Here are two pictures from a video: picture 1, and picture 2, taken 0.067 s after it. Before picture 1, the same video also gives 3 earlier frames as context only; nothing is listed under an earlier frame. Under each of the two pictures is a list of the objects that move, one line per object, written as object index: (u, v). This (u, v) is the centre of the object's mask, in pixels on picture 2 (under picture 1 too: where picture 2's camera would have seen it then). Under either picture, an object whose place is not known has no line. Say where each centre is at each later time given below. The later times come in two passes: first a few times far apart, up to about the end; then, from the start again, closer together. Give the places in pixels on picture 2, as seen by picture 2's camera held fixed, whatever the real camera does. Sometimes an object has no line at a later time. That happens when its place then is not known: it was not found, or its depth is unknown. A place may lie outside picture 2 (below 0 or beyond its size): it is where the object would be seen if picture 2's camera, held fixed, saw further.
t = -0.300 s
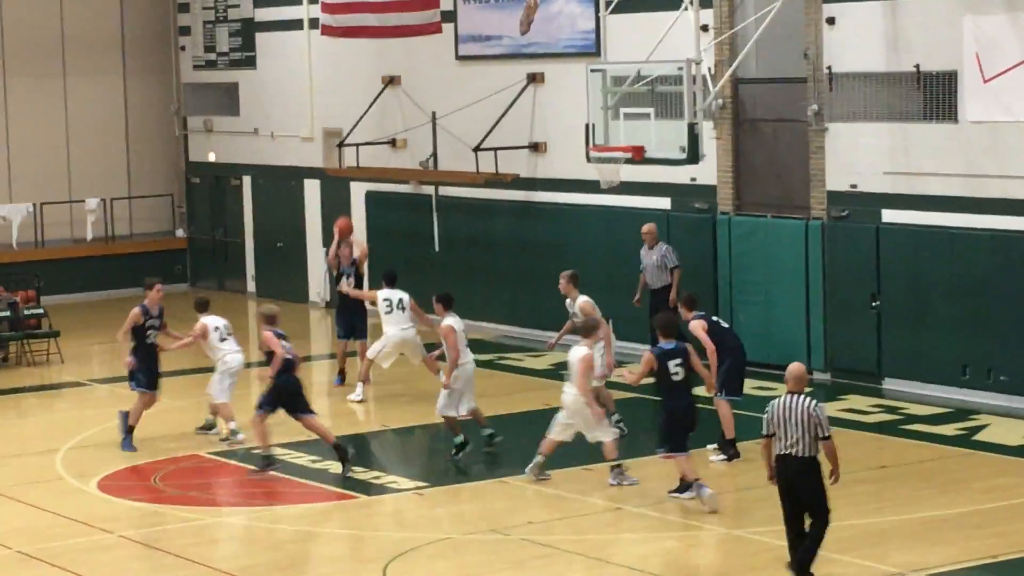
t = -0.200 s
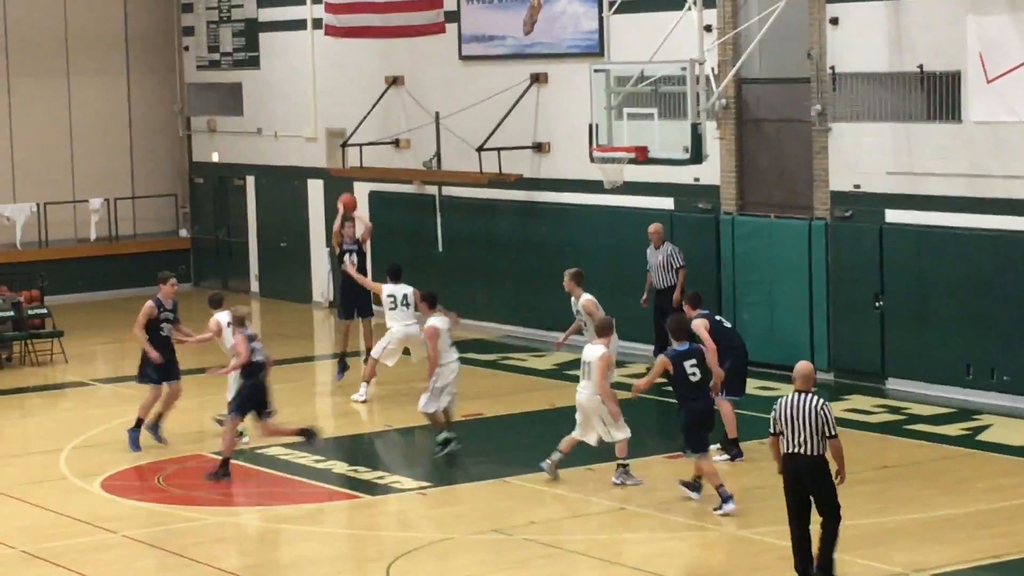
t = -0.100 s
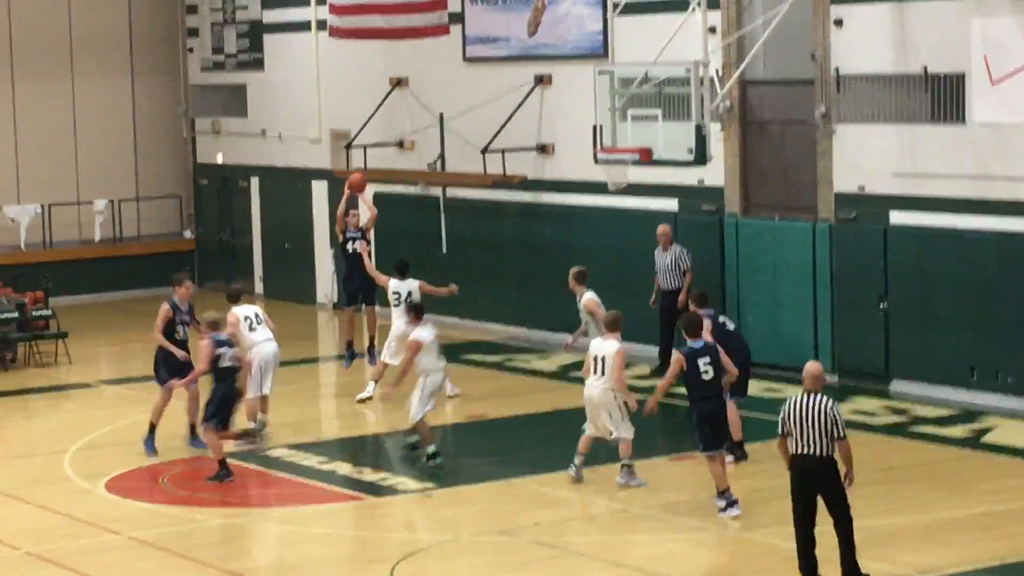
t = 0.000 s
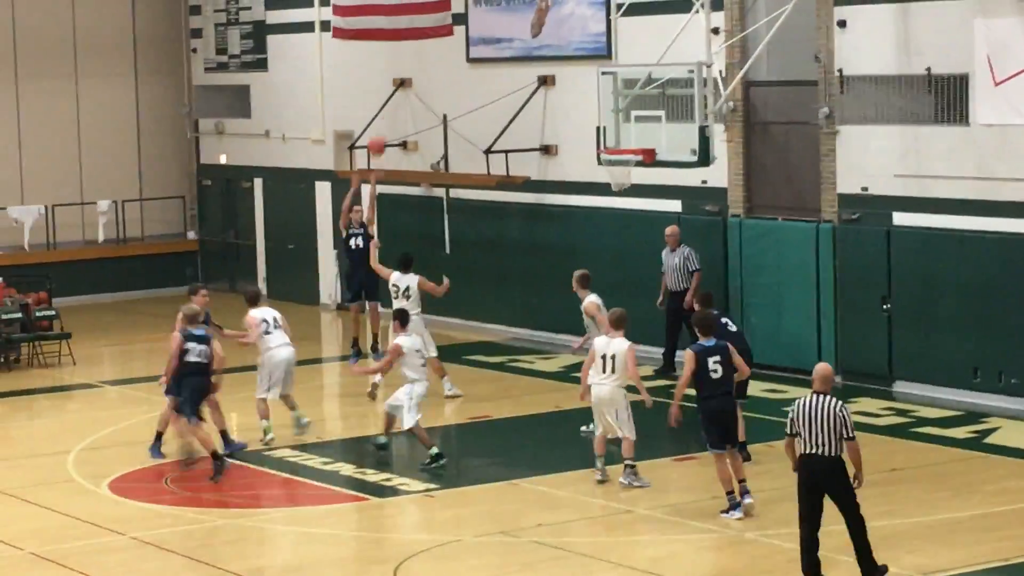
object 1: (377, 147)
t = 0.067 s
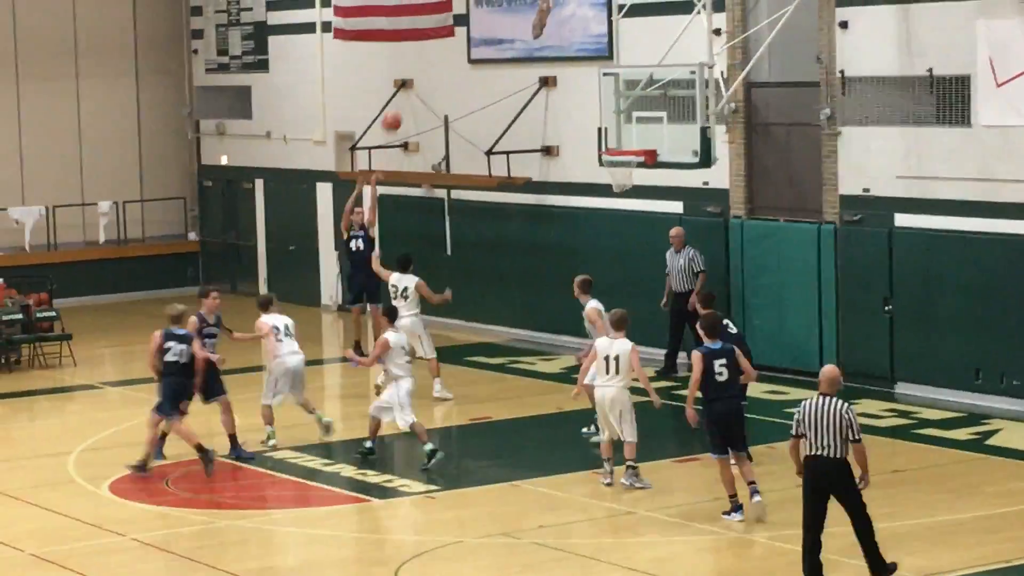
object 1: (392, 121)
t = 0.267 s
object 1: (436, 64)
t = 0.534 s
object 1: (498, 35)
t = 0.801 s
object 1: (565, 66)
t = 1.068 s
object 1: (622, 150)
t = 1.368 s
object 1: (610, 193)
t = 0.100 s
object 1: (400, 111)
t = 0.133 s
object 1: (407, 99)
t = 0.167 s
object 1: (413, 89)
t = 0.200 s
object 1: (421, 80)
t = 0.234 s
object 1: (429, 71)
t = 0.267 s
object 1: (436, 64)
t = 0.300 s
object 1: (443, 57)
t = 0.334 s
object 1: (451, 51)
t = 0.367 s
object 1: (458, 47)
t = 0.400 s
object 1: (466, 43)
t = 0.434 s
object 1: (474, 39)
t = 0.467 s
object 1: (482, 37)
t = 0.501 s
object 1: (490, 36)
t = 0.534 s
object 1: (498, 35)
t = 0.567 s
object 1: (506, 36)
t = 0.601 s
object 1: (513, 37)
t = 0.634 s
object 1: (522, 39)
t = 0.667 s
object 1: (531, 43)
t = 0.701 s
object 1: (539, 48)
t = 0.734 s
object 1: (548, 53)
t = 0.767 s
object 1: (557, 60)
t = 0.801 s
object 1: (565, 66)
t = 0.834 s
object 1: (574, 74)
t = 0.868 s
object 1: (582, 85)
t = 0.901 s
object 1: (592, 95)
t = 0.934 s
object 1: (600, 106)
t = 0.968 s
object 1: (610, 118)
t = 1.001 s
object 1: (619, 132)
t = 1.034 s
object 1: (627, 145)
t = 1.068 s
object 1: (622, 150)
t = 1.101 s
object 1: (614, 155)
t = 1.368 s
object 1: (610, 193)
